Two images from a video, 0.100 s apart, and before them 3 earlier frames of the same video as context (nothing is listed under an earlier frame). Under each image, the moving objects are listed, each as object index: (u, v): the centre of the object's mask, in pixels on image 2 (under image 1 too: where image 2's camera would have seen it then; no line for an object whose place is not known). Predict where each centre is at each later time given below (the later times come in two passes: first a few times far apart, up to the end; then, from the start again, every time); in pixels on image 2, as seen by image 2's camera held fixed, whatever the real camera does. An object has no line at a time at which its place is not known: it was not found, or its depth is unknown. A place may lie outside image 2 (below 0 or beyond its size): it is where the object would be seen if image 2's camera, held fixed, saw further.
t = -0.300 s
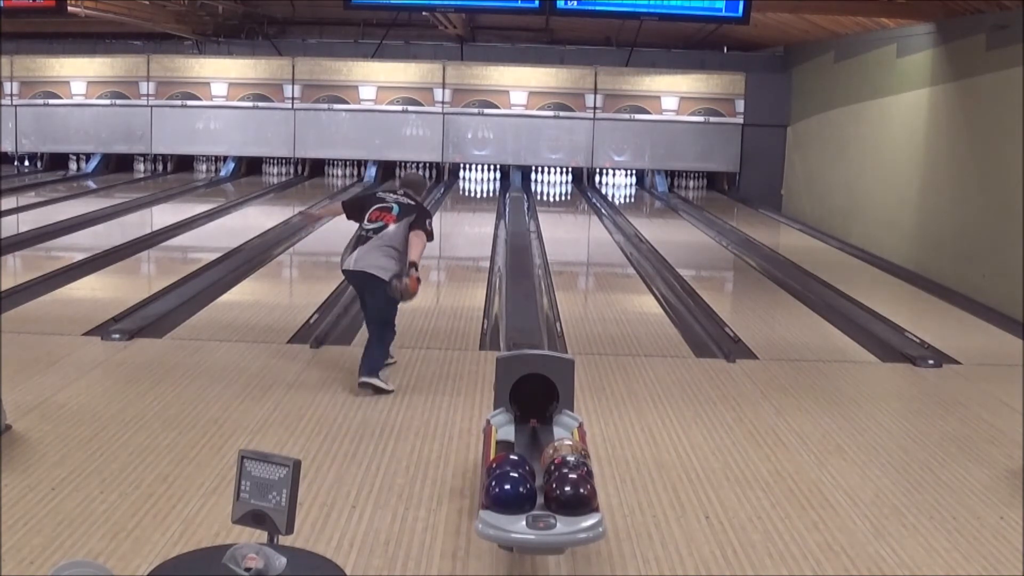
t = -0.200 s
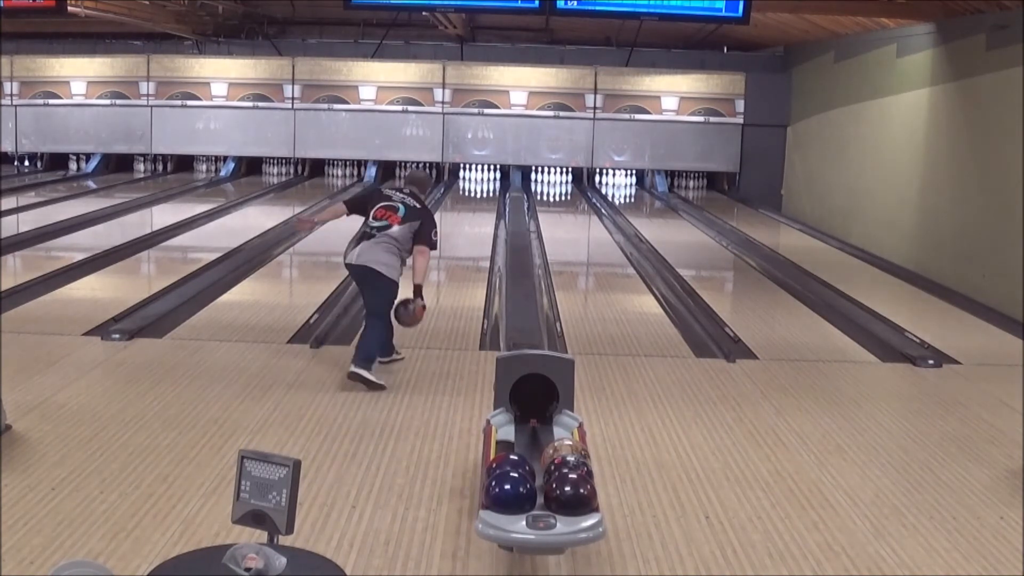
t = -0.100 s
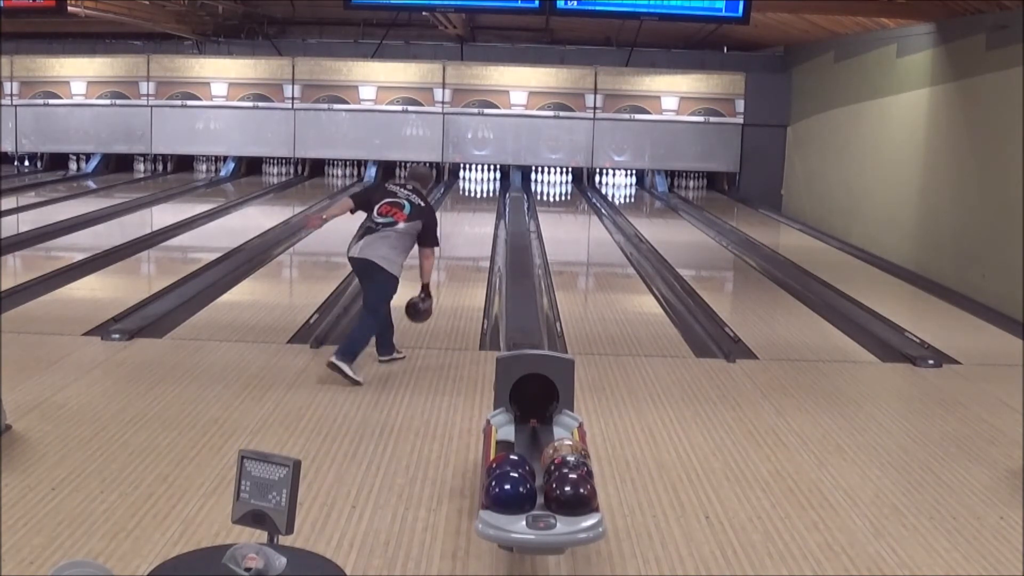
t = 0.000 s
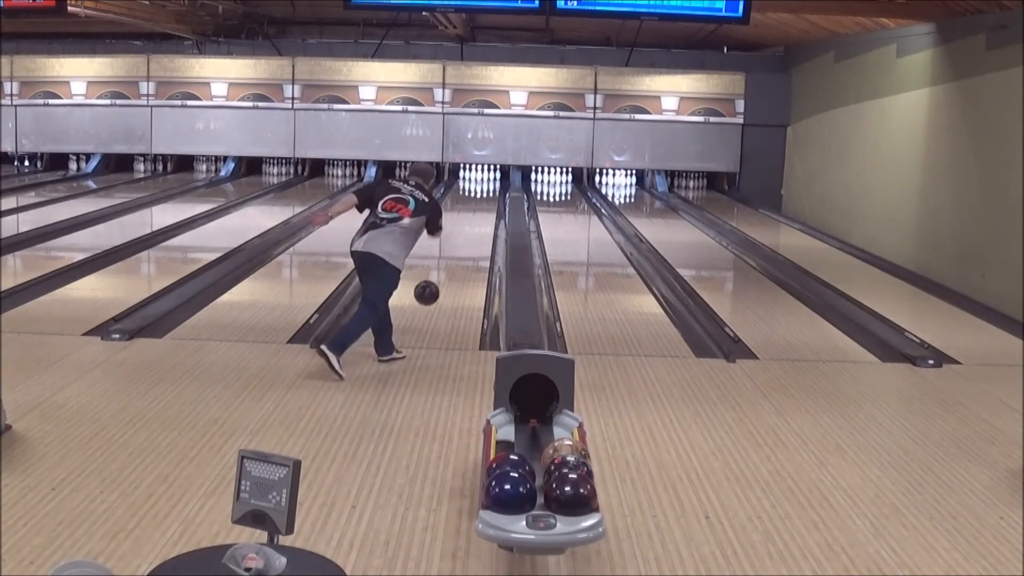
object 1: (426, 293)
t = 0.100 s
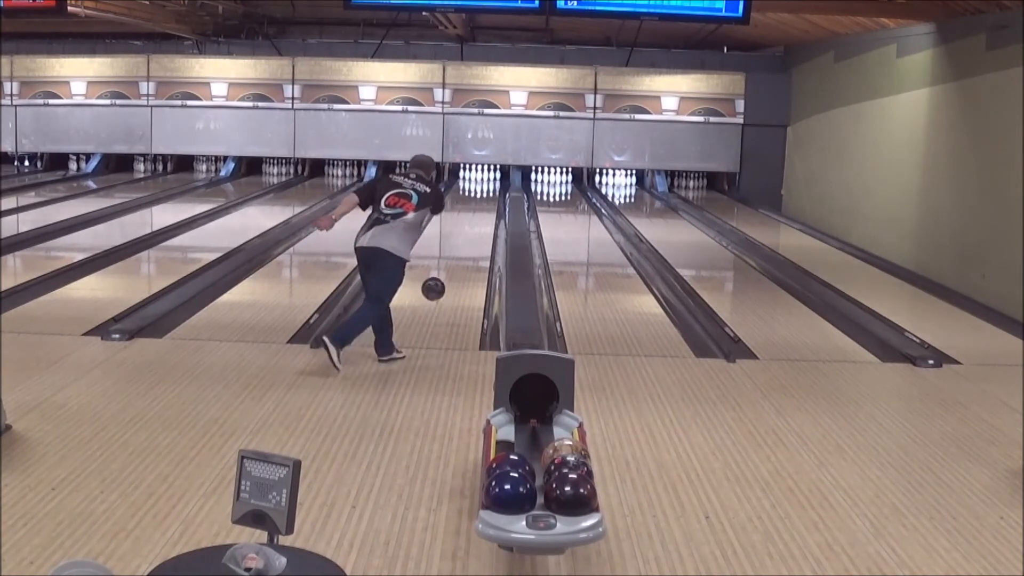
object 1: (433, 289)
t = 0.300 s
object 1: (444, 286)
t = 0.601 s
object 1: (456, 259)
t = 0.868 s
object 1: (464, 240)
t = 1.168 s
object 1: (473, 223)
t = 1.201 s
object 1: (473, 222)
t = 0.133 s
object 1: (435, 290)
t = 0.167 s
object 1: (437, 292)
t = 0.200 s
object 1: (439, 295)
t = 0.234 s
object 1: (441, 295)
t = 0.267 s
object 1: (442, 290)
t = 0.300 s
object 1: (444, 286)
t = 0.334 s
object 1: (445, 284)
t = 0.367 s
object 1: (447, 280)
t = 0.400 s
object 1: (449, 277)
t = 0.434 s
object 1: (450, 273)
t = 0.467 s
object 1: (452, 270)
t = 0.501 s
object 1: (453, 267)
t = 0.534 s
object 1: (454, 264)
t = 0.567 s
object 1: (455, 261)
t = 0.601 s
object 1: (456, 259)
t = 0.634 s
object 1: (458, 256)
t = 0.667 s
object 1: (459, 253)
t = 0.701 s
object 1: (460, 251)
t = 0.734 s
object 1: (461, 248)
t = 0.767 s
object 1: (462, 246)
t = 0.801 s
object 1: (463, 244)
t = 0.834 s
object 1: (464, 242)
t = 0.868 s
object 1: (464, 240)
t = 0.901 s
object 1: (465, 238)
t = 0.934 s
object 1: (466, 235)
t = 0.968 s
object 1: (467, 234)
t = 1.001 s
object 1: (468, 232)
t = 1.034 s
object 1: (469, 230)
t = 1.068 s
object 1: (470, 228)
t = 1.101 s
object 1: (471, 227)
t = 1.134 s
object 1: (472, 225)
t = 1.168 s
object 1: (473, 223)
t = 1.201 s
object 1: (473, 222)
